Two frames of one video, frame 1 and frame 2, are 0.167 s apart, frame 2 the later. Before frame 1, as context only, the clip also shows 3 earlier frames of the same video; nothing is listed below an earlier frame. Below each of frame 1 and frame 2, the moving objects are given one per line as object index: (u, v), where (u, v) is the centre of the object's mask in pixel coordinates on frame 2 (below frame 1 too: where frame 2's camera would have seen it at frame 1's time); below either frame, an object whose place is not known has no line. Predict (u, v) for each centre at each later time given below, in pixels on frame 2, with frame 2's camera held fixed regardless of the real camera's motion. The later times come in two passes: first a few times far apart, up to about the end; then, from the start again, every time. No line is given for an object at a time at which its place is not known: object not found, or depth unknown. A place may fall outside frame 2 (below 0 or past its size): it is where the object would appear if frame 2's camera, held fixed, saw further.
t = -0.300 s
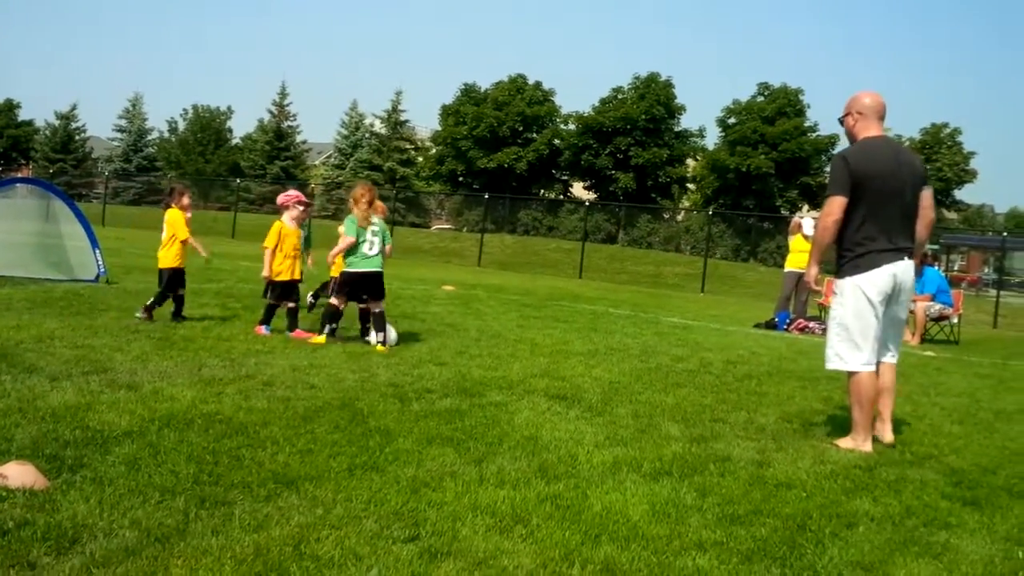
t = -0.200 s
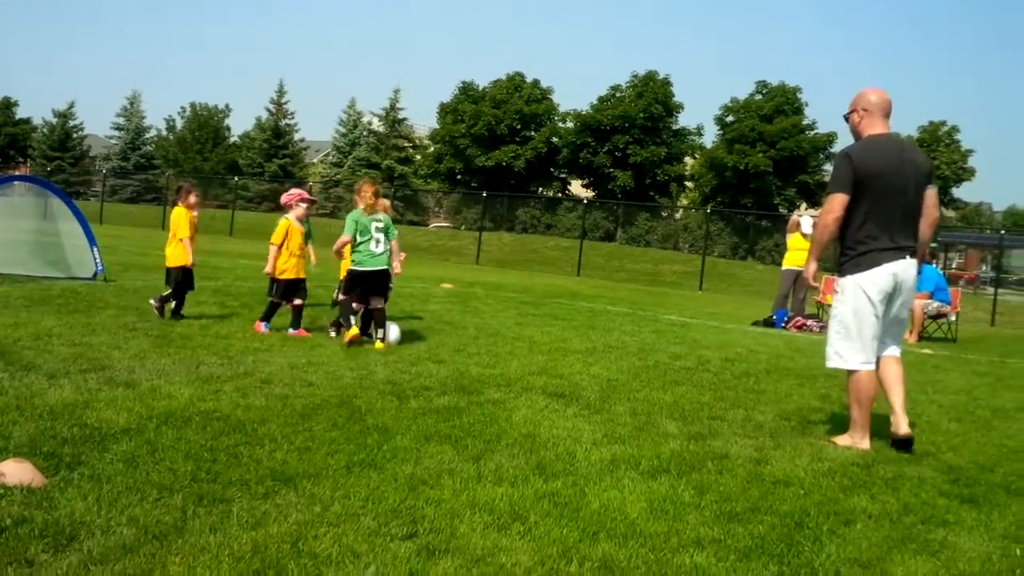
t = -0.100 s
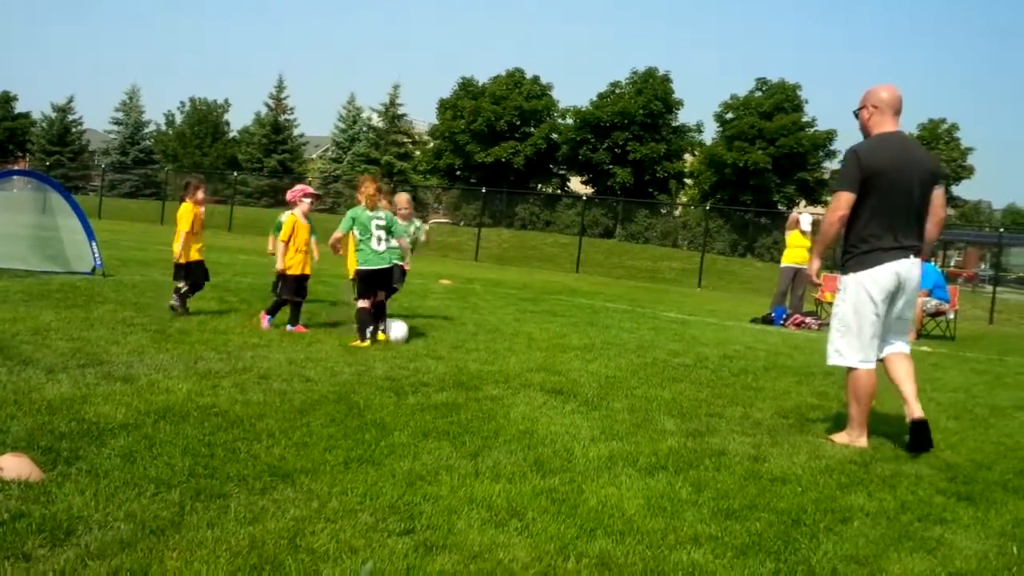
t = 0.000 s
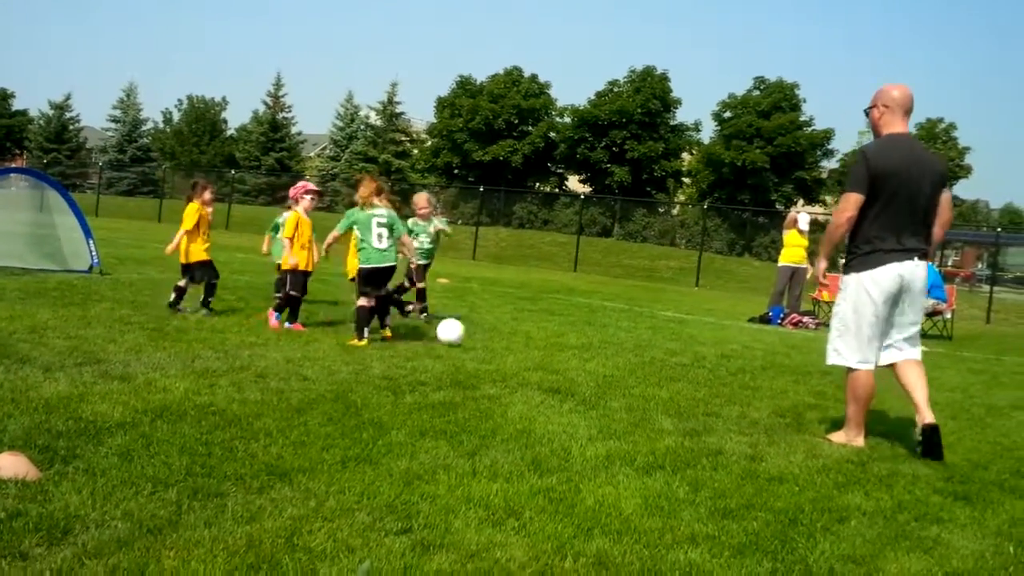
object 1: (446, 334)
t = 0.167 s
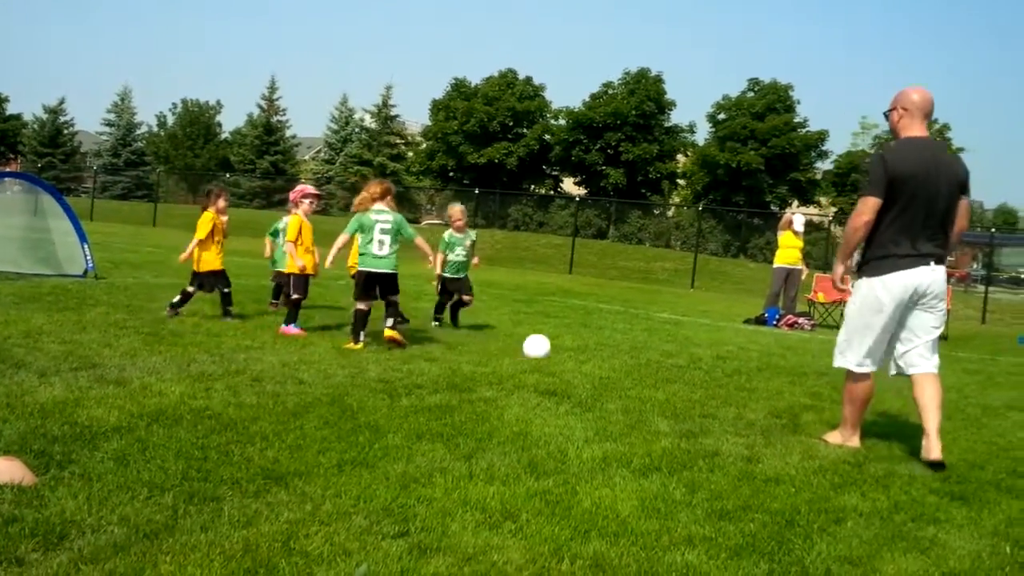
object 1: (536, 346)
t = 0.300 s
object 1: (585, 352)
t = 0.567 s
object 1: (662, 360)
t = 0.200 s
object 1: (550, 347)
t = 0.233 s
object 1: (562, 348)
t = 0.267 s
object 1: (575, 350)
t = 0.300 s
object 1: (585, 352)
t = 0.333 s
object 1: (596, 352)
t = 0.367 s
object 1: (606, 353)
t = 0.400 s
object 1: (615, 354)
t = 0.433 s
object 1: (625, 357)
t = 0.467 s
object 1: (635, 358)
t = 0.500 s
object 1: (645, 358)
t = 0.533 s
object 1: (653, 359)
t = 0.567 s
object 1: (662, 360)
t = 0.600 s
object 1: (672, 363)
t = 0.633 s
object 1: (681, 365)
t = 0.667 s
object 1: (689, 364)
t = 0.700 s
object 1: (697, 364)
